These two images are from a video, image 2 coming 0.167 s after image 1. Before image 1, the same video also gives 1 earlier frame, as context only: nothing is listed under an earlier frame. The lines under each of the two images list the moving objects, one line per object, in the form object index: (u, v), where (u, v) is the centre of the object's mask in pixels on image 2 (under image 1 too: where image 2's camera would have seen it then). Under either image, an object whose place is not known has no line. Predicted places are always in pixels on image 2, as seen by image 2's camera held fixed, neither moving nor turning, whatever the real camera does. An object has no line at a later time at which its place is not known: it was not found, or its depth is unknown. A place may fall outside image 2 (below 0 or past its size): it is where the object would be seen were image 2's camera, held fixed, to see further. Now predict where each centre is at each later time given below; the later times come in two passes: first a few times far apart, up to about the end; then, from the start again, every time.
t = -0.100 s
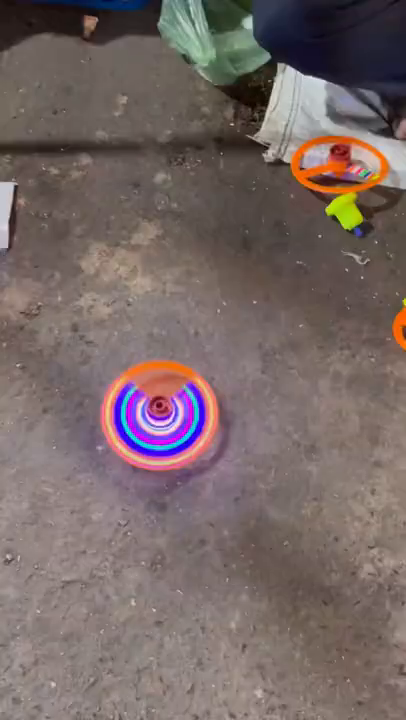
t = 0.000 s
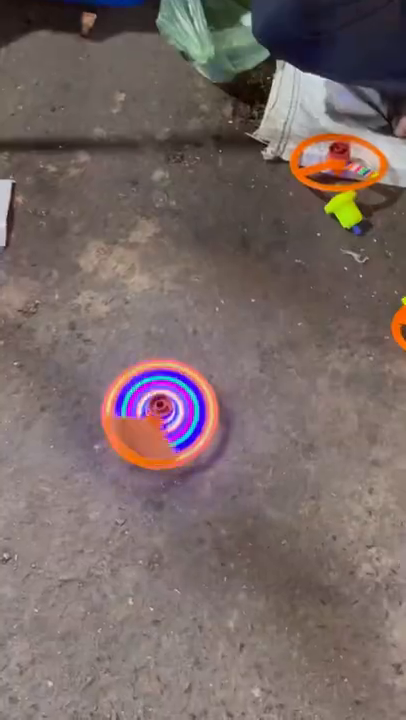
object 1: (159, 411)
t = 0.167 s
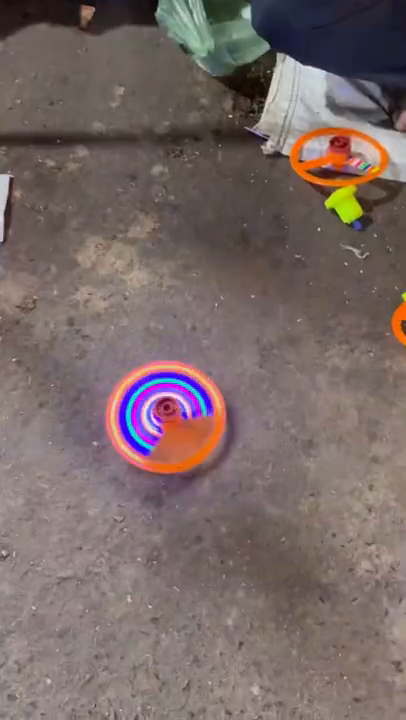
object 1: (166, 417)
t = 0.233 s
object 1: (165, 420)
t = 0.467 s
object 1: (150, 410)
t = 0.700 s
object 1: (156, 410)
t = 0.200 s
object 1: (168, 419)
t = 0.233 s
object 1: (165, 420)
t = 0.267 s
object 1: (160, 418)
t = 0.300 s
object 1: (156, 416)
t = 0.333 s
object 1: (152, 414)
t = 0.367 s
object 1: (150, 412)
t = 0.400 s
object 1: (149, 411)
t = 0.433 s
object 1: (149, 410)
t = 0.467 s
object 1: (150, 410)
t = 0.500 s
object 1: (151, 410)
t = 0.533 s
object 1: (153, 411)
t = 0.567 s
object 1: (155, 411)
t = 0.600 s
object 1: (155, 411)
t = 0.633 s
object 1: (156, 411)
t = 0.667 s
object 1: (156, 411)
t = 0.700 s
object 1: (156, 410)
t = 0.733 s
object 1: (154, 409)
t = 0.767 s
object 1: (149, 409)
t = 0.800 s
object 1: (146, 408)
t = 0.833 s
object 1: (144, 406)
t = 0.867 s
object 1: (143, 405)
